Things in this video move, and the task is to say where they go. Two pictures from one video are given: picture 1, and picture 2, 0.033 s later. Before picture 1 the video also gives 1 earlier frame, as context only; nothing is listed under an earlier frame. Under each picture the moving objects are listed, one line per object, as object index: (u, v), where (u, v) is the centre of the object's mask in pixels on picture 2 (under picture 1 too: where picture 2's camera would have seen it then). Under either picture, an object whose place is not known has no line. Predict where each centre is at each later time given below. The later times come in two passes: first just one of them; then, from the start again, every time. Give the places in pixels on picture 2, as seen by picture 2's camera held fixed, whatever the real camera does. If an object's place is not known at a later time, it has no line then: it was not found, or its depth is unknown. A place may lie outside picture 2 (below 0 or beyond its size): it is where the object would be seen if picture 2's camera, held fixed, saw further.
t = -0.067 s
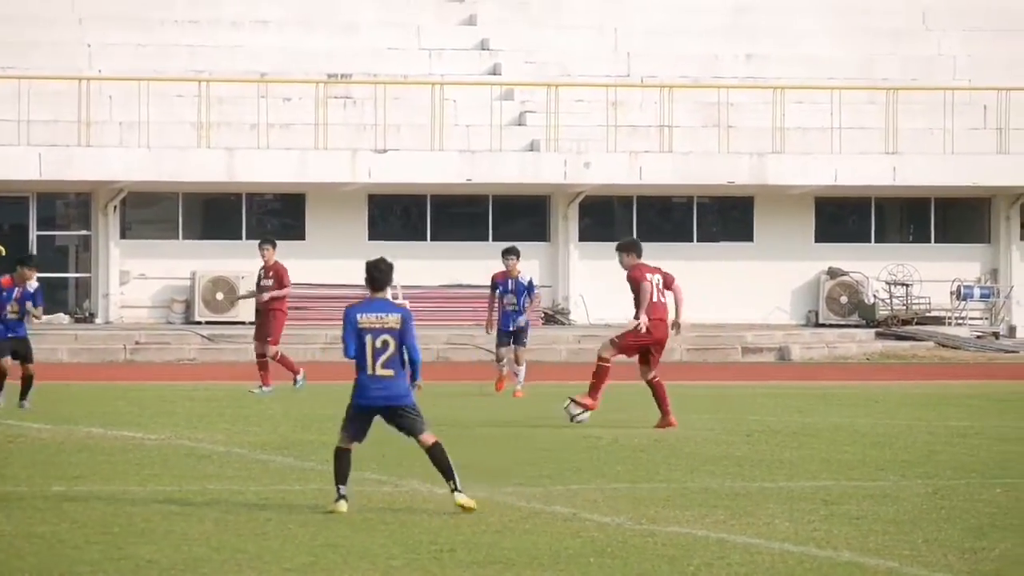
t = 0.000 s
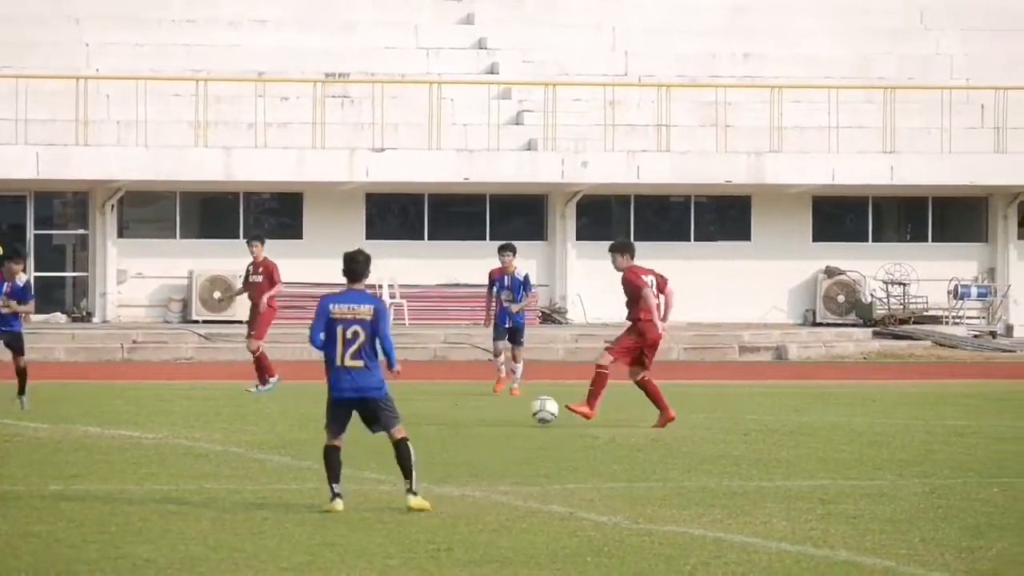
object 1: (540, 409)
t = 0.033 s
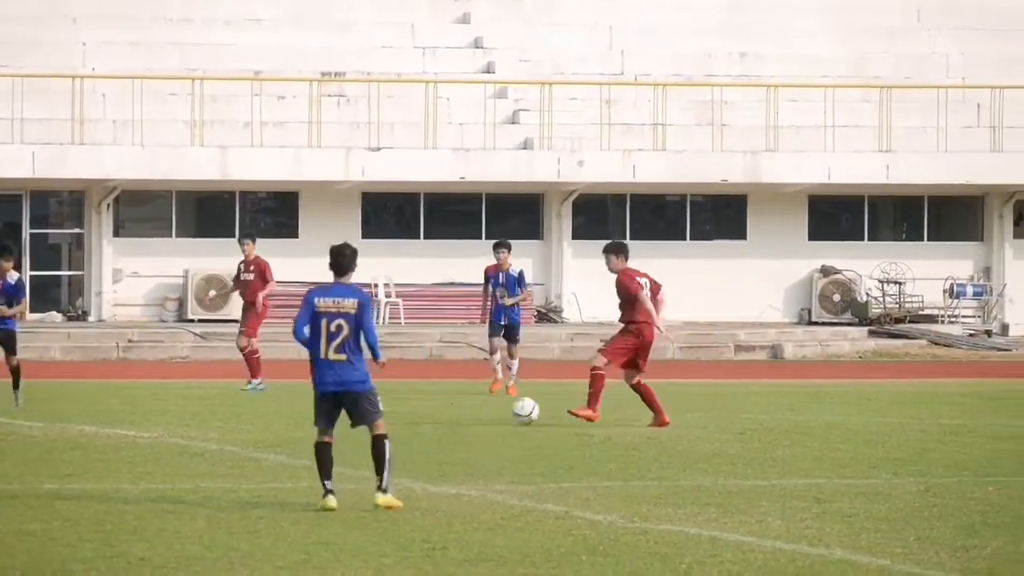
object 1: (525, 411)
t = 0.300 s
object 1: (430, 414)
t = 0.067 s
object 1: (512, 414)
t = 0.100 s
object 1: (499, 412)
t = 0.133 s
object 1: (488, 410)
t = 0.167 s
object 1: (477, 410)
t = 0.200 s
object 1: (465, 411)
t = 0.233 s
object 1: (454, 413)
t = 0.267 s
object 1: (442, 415)
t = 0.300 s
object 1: (430, 414)
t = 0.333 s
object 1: (419, 414)
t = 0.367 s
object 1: (407, 415)
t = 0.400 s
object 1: (396, 416)
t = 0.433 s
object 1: (385, 416)
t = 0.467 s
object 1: (373, 414)
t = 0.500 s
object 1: (361, 415)
